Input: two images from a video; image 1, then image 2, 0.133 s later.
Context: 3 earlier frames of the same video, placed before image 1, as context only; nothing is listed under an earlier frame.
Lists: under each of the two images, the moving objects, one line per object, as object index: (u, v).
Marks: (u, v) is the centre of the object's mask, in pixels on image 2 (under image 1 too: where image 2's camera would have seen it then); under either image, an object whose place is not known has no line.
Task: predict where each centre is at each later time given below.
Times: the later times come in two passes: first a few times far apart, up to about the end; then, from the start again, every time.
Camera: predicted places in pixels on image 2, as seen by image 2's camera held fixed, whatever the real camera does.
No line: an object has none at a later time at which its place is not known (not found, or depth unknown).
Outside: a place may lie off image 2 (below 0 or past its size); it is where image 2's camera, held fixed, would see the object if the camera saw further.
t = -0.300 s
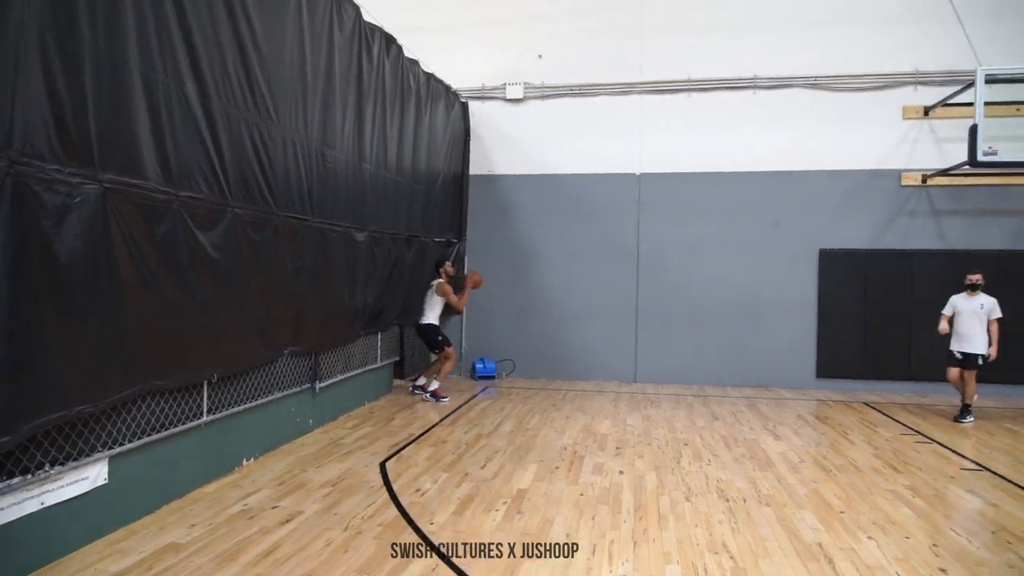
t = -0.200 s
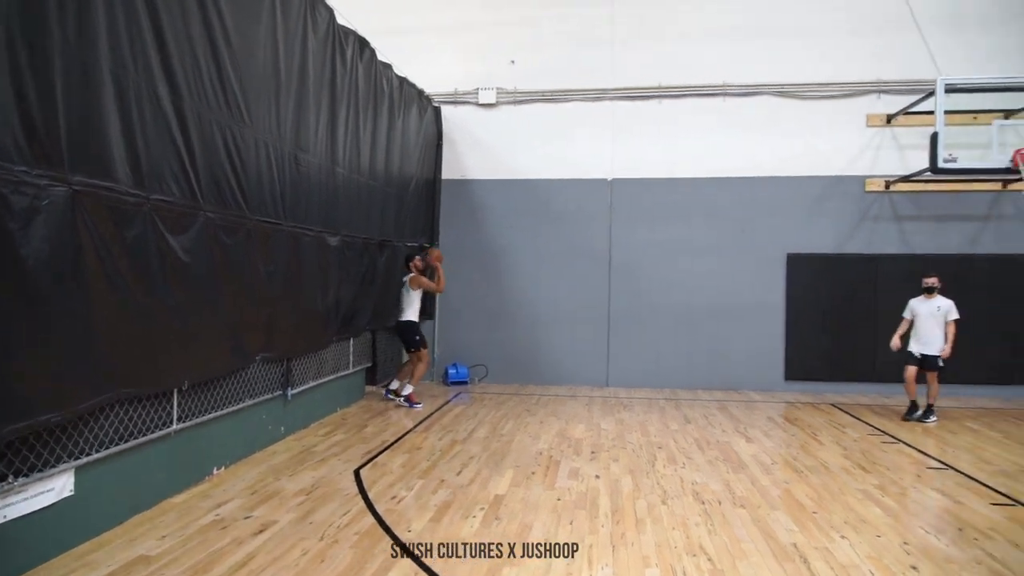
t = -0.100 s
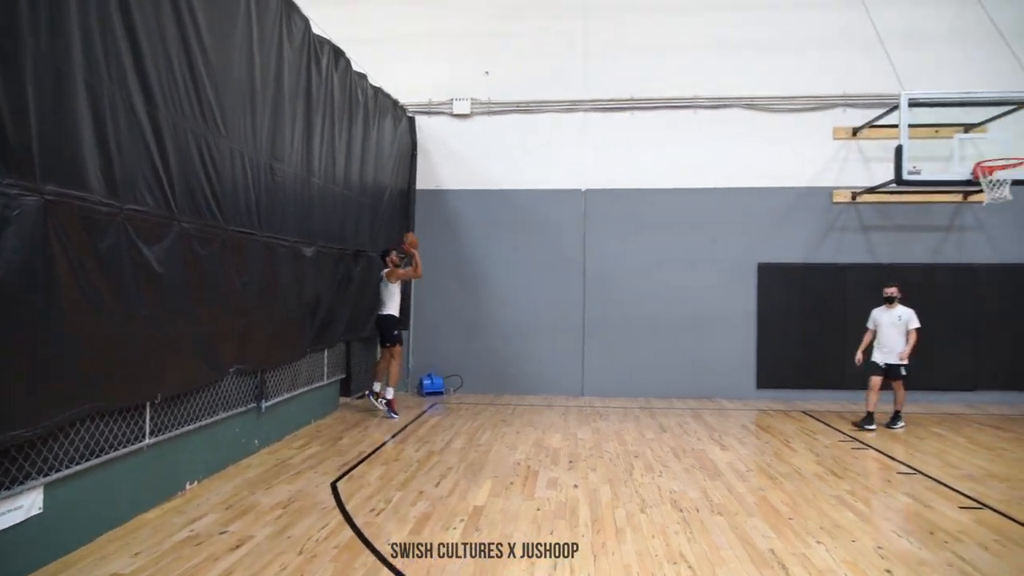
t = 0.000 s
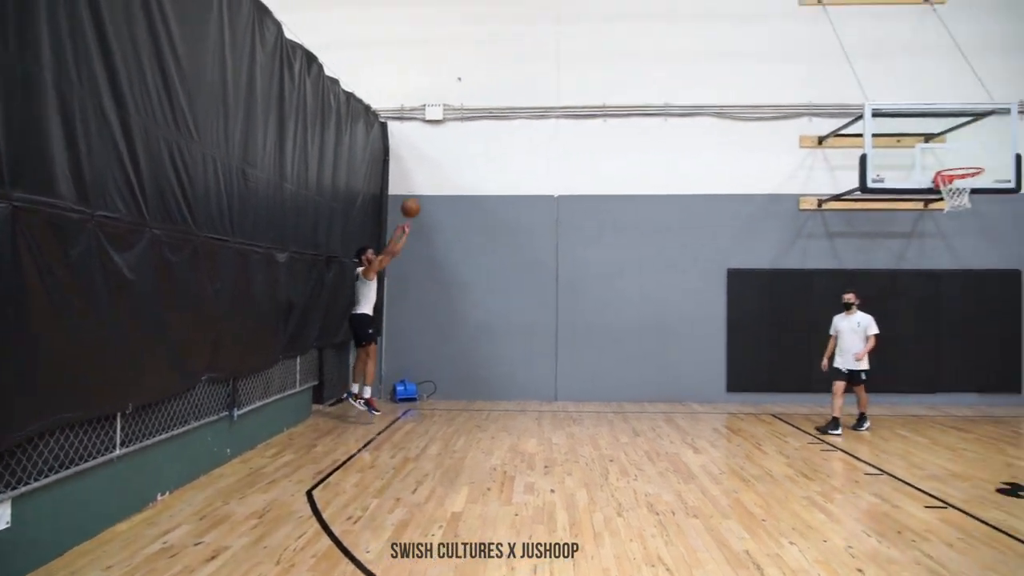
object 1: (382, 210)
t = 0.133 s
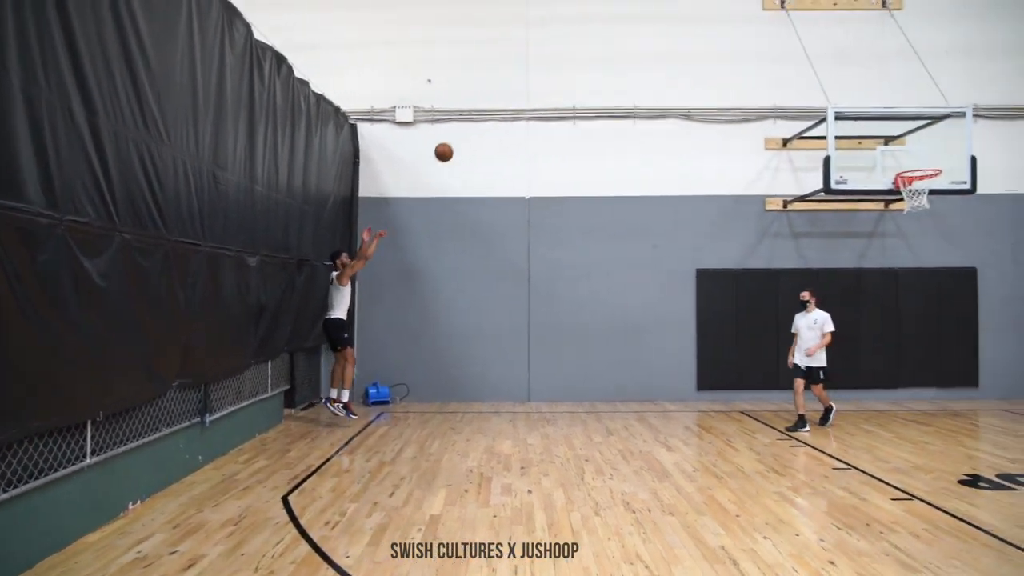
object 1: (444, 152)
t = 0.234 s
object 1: (489, 117)
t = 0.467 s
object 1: (596, 66)
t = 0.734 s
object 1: (719, 59)
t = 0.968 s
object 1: (828, 98)
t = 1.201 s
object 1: (929, 157)
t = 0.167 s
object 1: (459, 139)
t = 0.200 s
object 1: (475, 128)
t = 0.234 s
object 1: (489, 117)
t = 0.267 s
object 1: (504, 108)
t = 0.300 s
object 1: (520, 98)
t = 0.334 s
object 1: (535, 90)
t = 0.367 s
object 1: (550, 83)
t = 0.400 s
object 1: (566, 77)
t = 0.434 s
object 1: (581, 71)
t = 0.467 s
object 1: (596, 66)
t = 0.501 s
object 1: (611, 62)
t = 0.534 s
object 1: (627, 58)
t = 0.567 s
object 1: (642, 56)
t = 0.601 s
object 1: (658, 55)
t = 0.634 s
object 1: (673, 55)
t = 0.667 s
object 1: (688, 55)
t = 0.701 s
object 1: (703, 56)
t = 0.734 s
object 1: (719, 59)
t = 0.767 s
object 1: (734, 61)
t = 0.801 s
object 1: (750, 65)
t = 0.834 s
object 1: (765, 70)
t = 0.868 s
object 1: (781, 76)
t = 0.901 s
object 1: (796, 82)
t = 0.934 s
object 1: (812, 90)
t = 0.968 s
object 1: (828, 98)
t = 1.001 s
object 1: (844, 107)
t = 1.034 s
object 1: (859, 117)
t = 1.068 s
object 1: (875, 128)
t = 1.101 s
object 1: (891, 140)
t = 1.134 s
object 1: (906, 153)
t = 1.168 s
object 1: (919, 158)
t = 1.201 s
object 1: (929, 157)
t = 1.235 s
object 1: (939, 157)
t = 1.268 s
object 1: (950, 157)
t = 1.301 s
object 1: (959, 157)
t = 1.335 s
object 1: (969, 157)
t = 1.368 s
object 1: (979, 158)
